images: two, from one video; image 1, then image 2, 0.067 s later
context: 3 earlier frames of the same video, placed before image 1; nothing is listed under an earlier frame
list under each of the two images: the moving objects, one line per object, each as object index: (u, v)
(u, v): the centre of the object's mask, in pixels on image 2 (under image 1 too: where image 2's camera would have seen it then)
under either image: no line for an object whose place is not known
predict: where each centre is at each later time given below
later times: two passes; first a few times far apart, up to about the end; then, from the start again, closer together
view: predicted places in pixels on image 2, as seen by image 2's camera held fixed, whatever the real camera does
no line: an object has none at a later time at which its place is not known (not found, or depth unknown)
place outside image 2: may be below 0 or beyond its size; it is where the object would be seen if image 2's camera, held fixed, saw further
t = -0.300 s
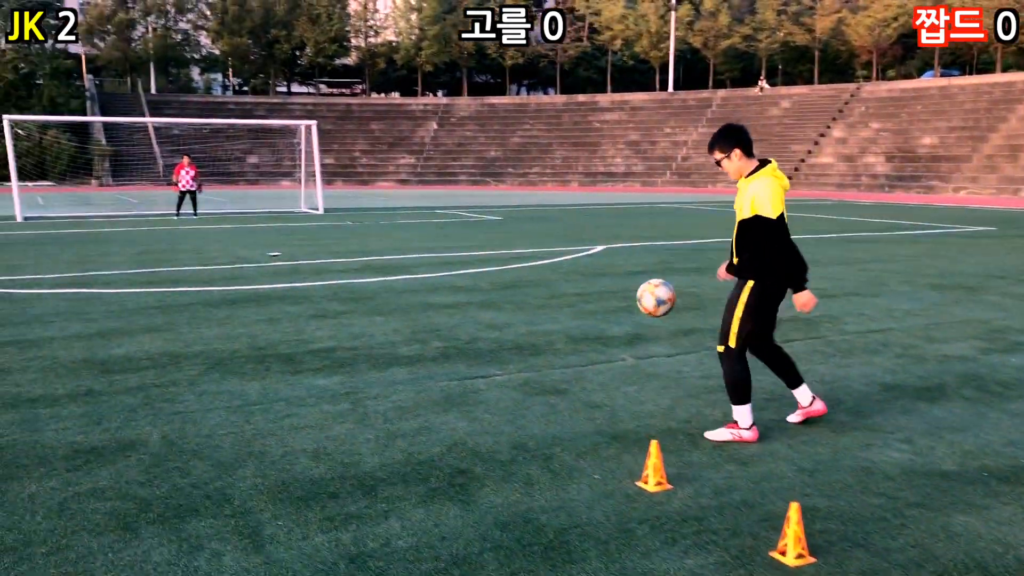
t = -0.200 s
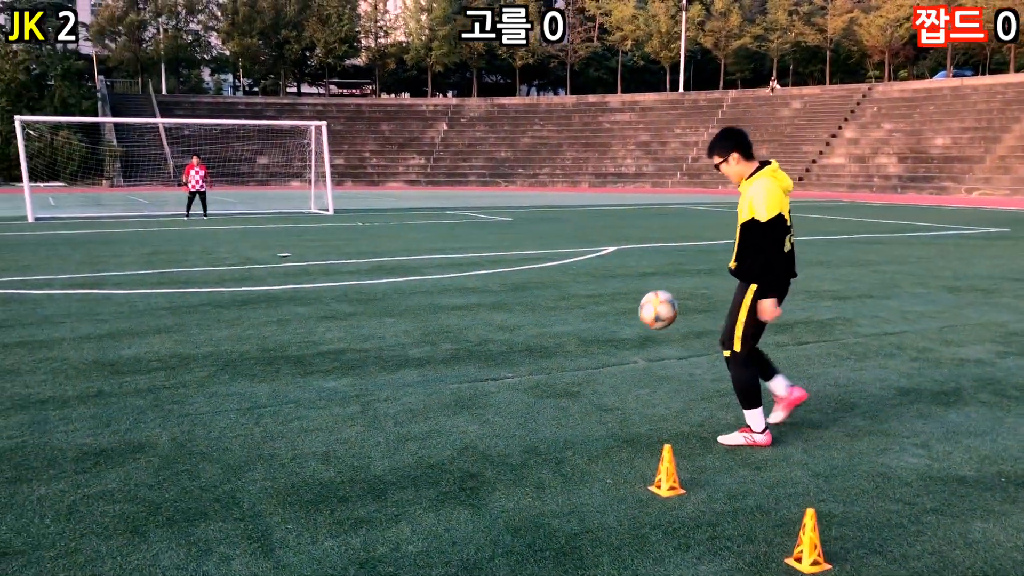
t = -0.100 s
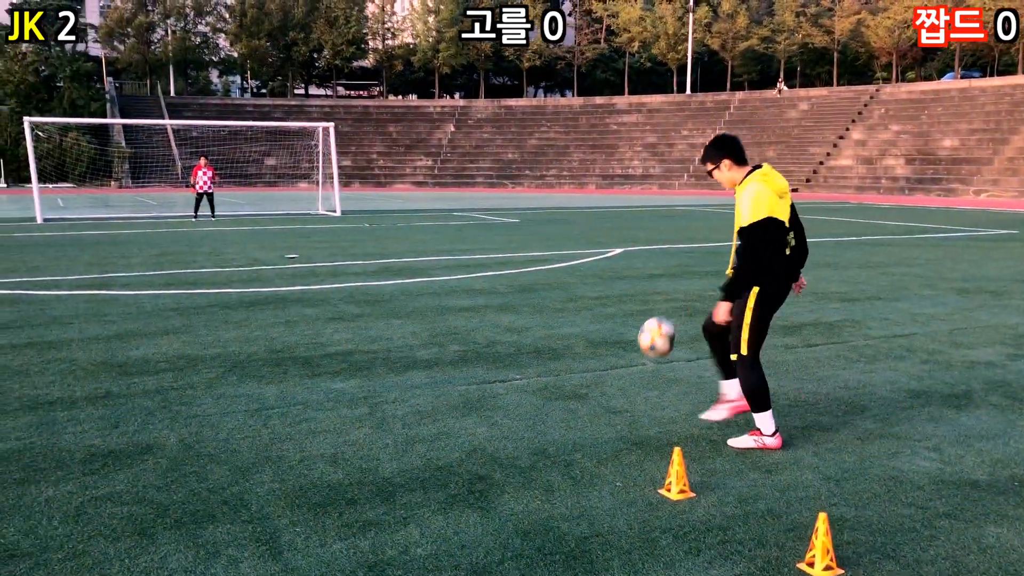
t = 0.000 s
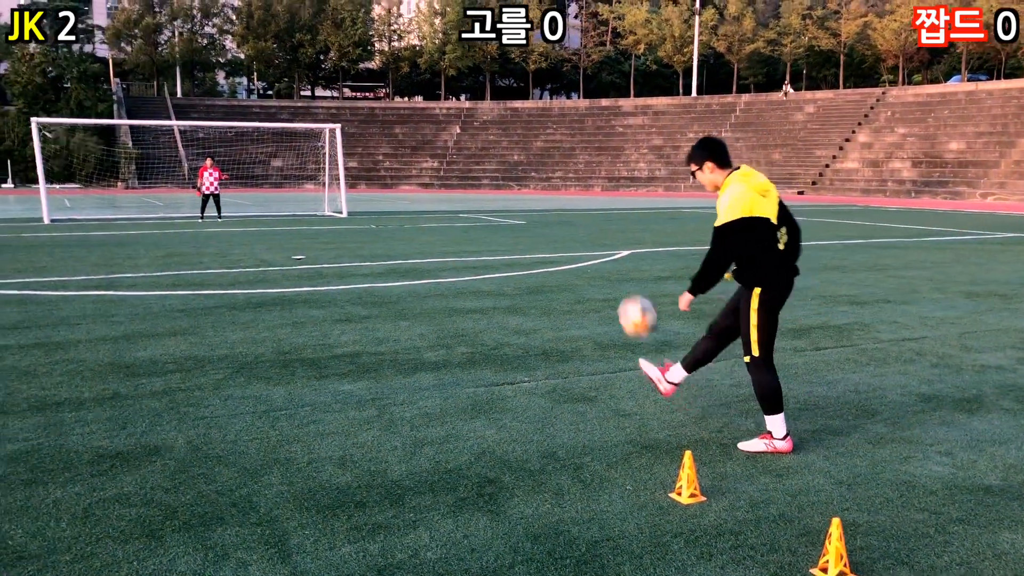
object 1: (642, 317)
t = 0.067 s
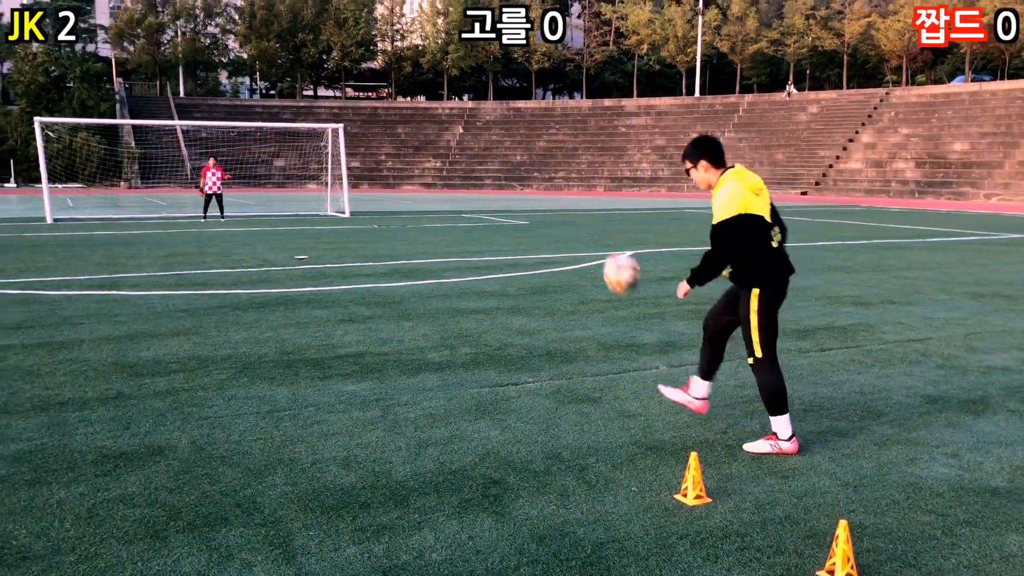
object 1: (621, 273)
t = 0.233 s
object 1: (571, 194)
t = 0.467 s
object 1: (511, 161)
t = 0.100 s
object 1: (610, 253)
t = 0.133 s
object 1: (600, 235)
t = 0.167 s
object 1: (590, 220)
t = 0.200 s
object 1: (580, 206)
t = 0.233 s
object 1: (571, 194)
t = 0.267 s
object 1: (561, 184)
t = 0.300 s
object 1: (552, 176)
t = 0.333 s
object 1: (547, 170)
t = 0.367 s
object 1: (536, 165)
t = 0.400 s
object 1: (528, 161)
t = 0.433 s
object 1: (520, 161)
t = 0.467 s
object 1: (511, 161)
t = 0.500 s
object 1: (502, 163)
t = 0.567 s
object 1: (484, 172)
